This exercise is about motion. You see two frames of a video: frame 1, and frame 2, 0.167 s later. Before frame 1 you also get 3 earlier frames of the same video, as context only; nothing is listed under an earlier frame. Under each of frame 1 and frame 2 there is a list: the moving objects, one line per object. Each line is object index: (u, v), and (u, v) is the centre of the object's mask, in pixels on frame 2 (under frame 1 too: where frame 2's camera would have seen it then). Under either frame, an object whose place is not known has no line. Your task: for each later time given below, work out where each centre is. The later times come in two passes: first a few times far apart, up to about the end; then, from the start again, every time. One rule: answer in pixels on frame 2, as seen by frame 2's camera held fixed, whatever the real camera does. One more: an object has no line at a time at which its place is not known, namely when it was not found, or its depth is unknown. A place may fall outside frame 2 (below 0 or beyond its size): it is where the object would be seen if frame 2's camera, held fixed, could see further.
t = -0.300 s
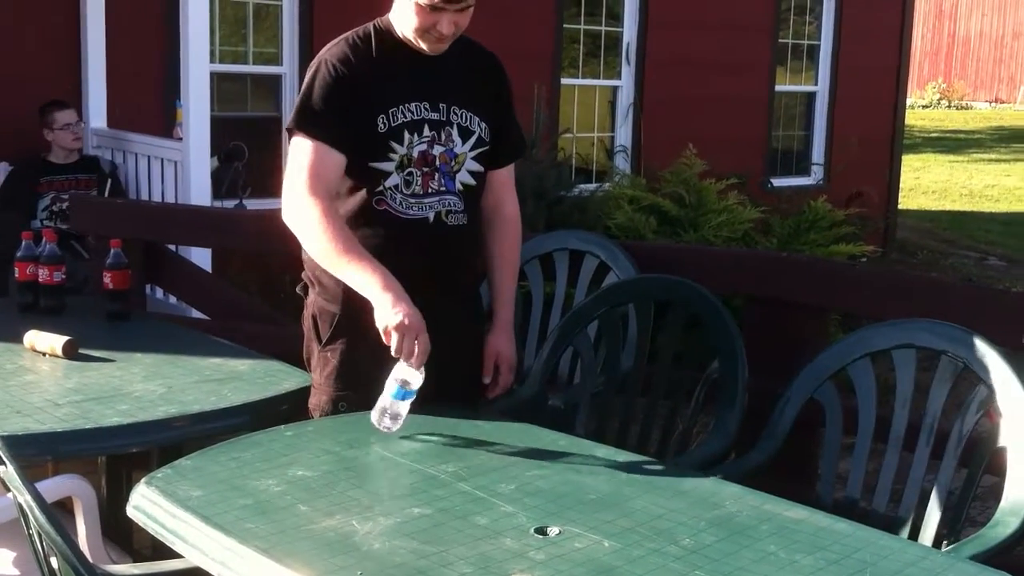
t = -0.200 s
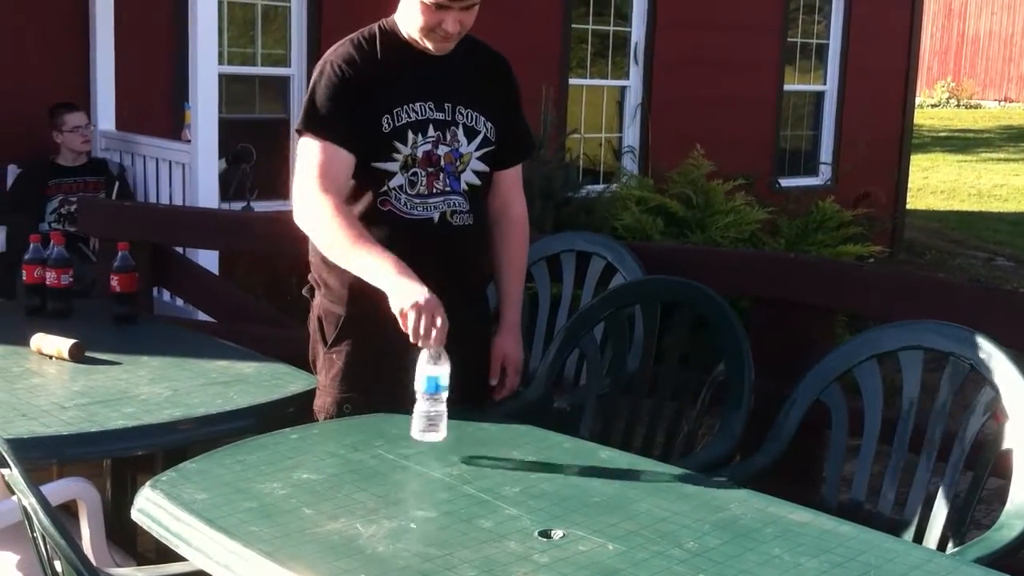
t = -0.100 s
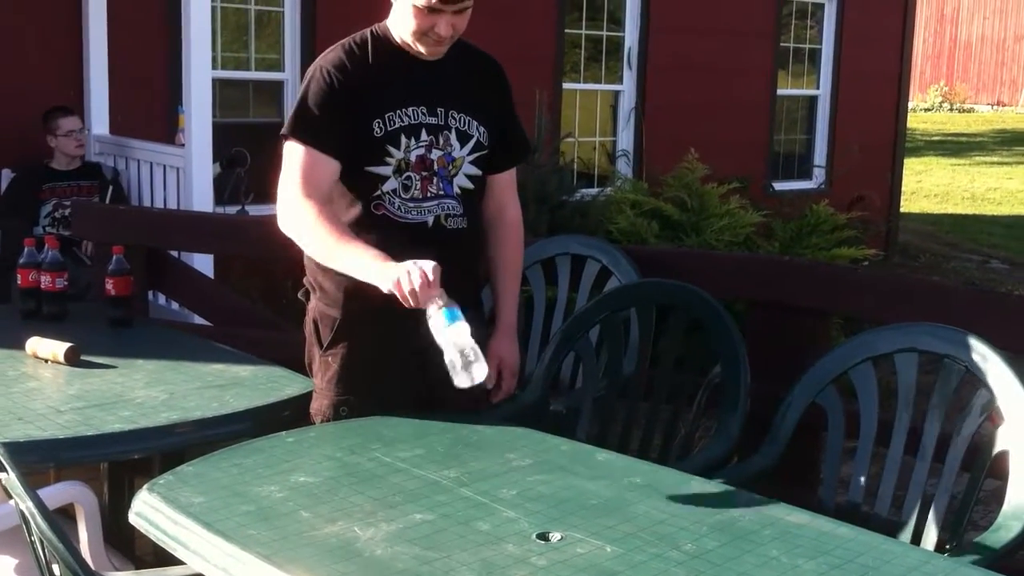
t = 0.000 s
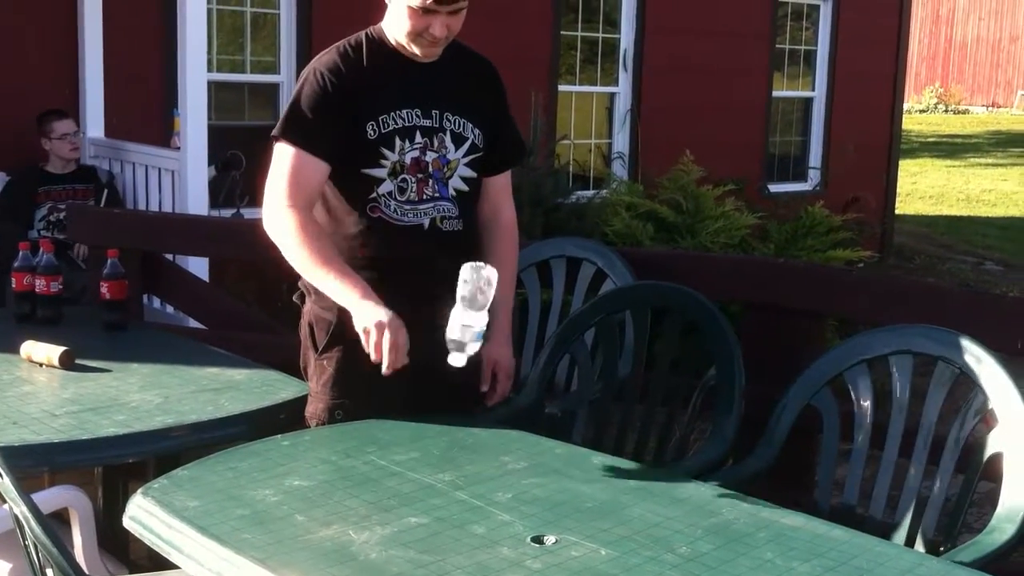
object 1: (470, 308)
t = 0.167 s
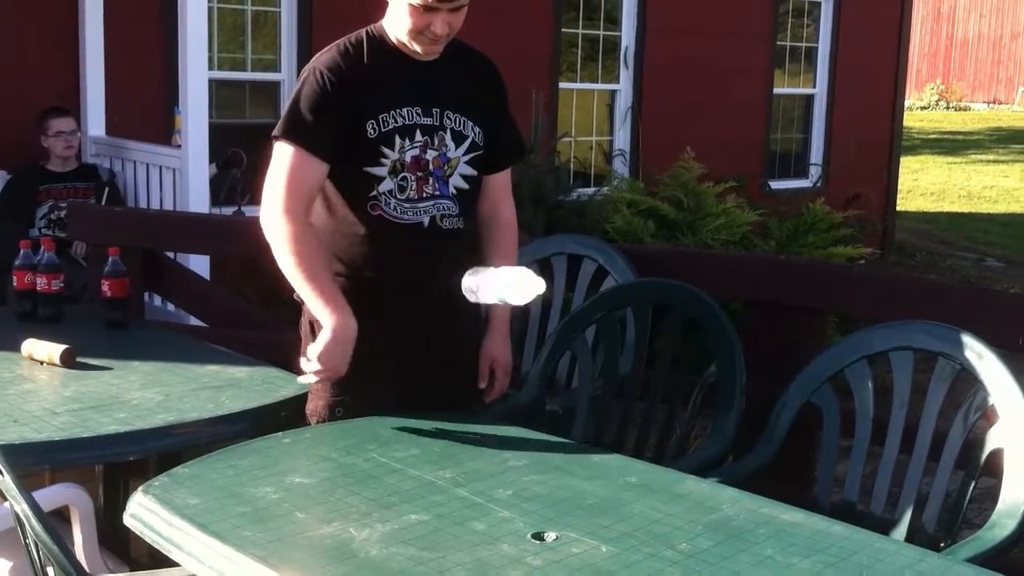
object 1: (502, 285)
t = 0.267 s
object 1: (507, 351)
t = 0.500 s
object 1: (519, 482)
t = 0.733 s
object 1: (513, 498)
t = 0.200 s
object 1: (504, 301)
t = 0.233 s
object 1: (505, 323)
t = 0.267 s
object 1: (507, 351)
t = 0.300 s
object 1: (507, 383)
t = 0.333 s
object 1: (508, 421)
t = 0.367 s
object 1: (510, 457)
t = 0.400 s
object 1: (512, 459)
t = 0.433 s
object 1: (514, 465)
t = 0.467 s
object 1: (516, 472)
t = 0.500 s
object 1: (519, 482)
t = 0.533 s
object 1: (519, 496)
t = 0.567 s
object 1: (520, 496)
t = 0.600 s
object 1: (519, 496)
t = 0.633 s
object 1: (518, 497)
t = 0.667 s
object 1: (517, 498)
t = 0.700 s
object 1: (516, 498)
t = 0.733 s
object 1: (513, 498)
